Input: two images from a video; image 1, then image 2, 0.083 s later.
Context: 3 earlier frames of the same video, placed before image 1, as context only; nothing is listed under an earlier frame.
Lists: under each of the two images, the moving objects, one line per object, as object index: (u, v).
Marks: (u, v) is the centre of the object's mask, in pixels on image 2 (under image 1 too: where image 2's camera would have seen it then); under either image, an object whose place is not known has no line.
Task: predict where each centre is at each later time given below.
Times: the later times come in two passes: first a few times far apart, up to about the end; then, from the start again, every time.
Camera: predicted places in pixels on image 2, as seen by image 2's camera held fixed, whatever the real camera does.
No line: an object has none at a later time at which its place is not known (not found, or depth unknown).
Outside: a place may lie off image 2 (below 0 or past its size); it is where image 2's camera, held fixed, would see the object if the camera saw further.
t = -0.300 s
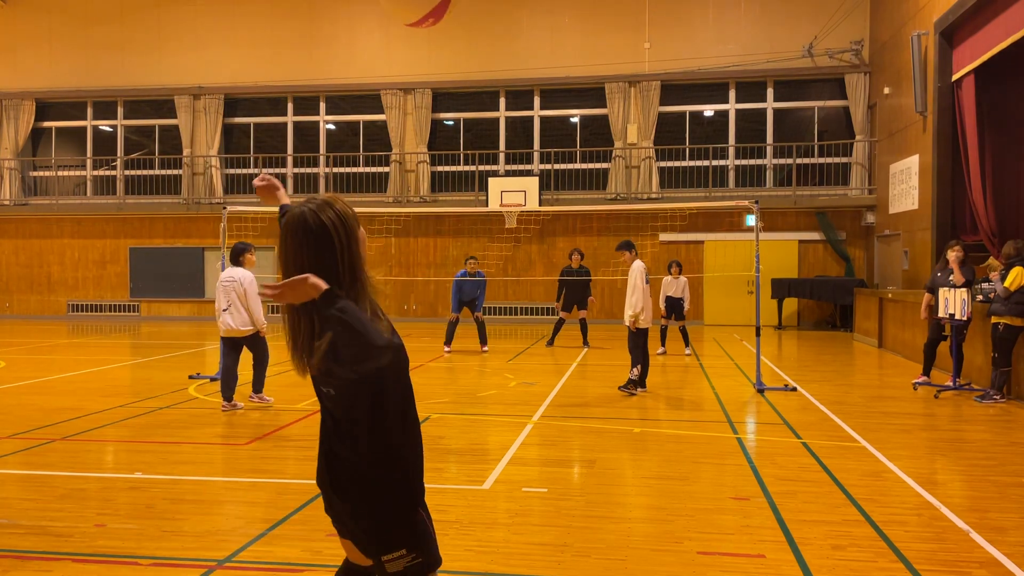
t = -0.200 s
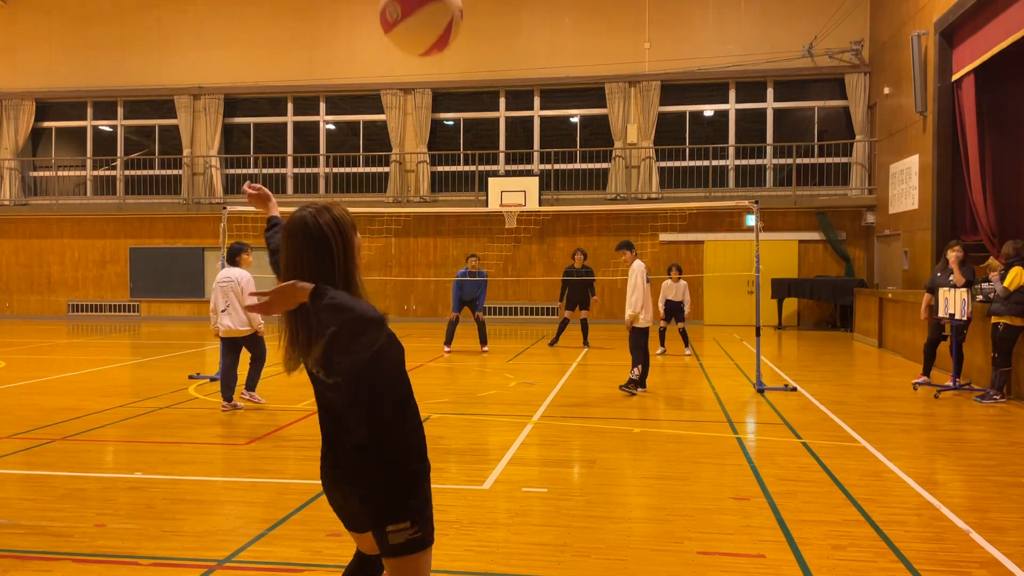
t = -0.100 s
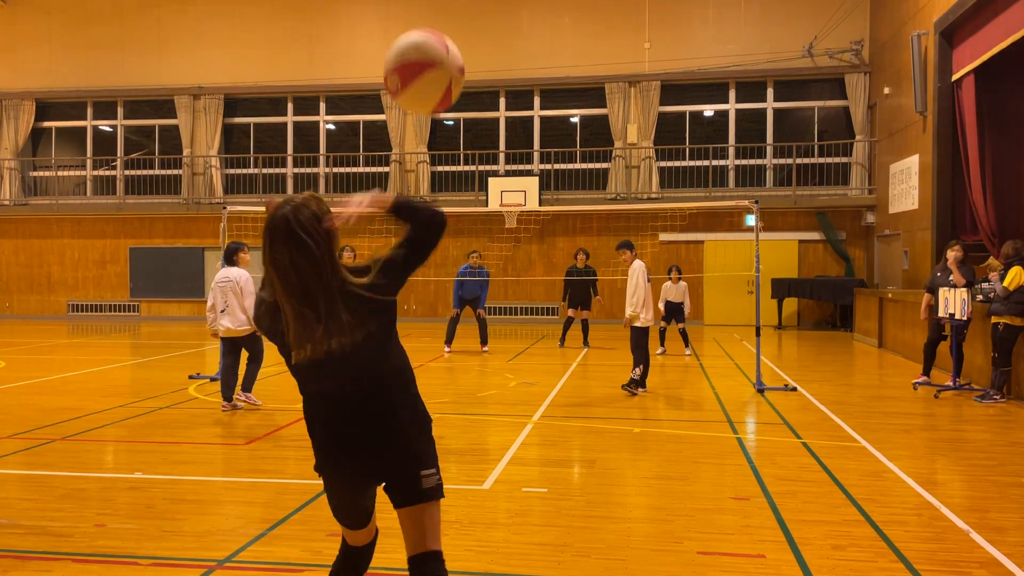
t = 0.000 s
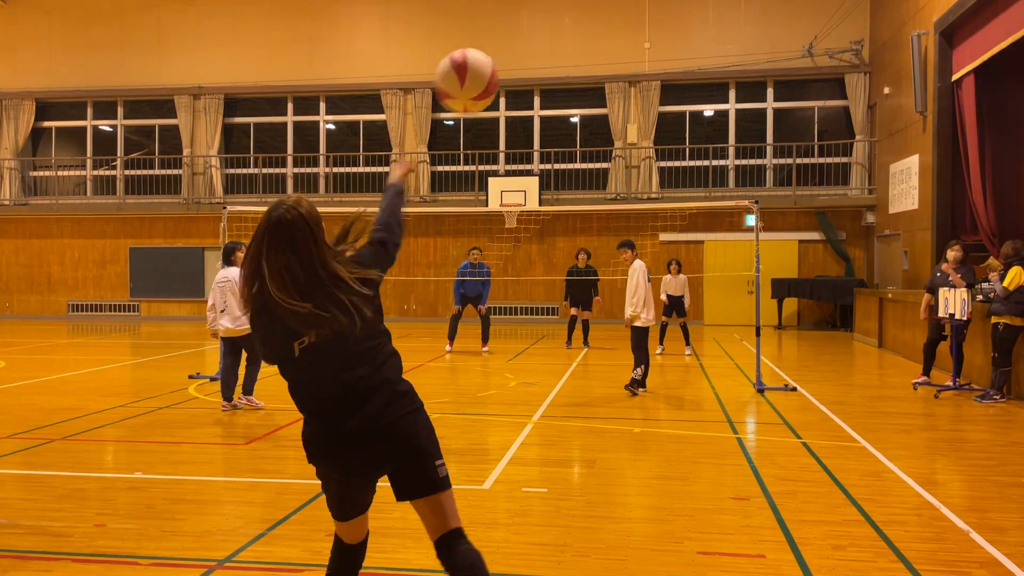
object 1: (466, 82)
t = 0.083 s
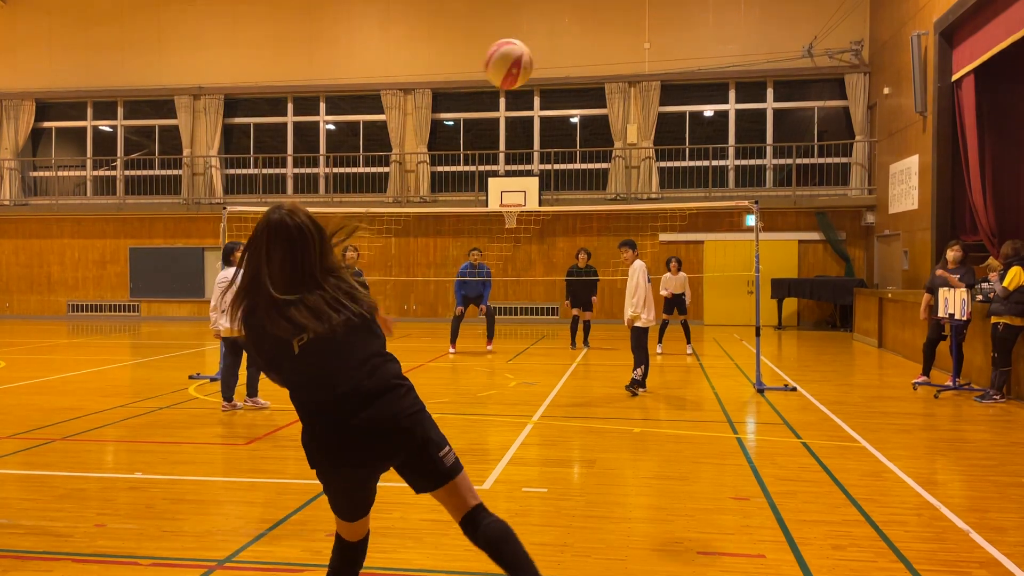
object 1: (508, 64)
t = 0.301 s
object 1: (572, 61)
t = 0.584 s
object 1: (624, 95)
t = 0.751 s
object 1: (645, 130)
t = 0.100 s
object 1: (515, 62)
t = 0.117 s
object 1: (522, 60)
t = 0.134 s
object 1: (527, 59)
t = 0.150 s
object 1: (533, 58)
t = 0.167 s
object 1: (538, 58)
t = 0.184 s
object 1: (543, 57)
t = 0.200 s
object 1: (548, 57)
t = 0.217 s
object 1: (552, 58)
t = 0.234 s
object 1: (556, 58)
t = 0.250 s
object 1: (560, 59)
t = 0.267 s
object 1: (564, 60)
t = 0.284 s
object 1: (568, 60)
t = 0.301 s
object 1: (572, 61)
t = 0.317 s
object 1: (576, 62)
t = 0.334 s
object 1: (580, 63)
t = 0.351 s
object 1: (583, 65)
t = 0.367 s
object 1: (586, 66)
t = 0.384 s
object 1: (590, 68)
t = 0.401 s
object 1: (593, 69)
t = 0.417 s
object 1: (597, 71)
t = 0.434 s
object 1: (600, 73)
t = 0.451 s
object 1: (603, 75)
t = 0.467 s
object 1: (606, 77)
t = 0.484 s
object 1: (609, 79)
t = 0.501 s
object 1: (612, 81)
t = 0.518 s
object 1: (615, 84)
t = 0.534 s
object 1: (617, 86)
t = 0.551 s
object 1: (620, 89)
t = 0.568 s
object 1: (622, 92)
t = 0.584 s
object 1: (624, 95)
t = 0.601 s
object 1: (626, 98)
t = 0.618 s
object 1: (629, 100)
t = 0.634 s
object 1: (631, 104)
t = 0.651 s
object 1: (633, 107)
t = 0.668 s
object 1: (636, 111)
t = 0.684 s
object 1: (638, 114)
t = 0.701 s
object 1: (640, 118)
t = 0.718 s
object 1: (642, 121)
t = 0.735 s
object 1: (644, 126)
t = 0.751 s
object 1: (645, 130)
